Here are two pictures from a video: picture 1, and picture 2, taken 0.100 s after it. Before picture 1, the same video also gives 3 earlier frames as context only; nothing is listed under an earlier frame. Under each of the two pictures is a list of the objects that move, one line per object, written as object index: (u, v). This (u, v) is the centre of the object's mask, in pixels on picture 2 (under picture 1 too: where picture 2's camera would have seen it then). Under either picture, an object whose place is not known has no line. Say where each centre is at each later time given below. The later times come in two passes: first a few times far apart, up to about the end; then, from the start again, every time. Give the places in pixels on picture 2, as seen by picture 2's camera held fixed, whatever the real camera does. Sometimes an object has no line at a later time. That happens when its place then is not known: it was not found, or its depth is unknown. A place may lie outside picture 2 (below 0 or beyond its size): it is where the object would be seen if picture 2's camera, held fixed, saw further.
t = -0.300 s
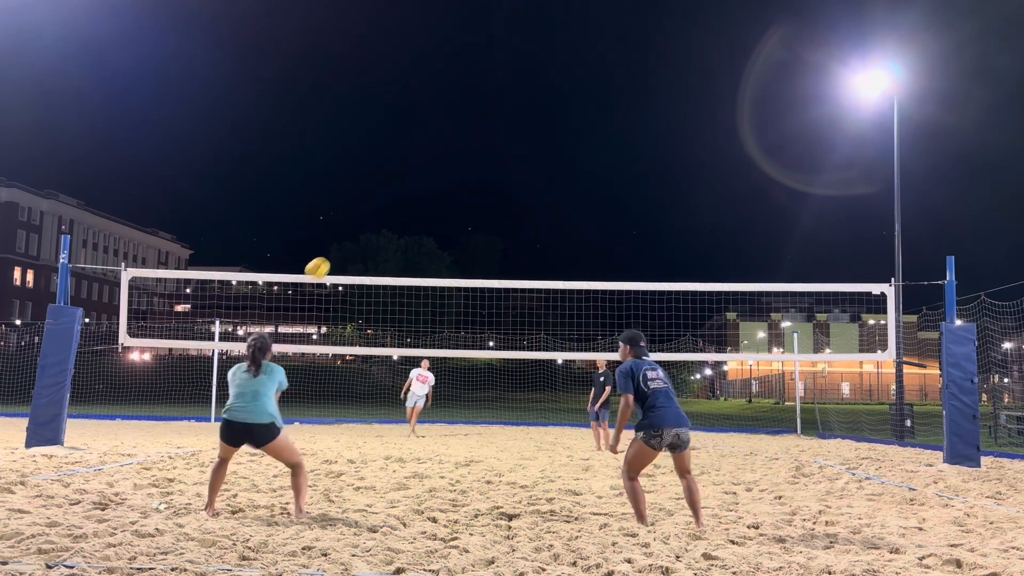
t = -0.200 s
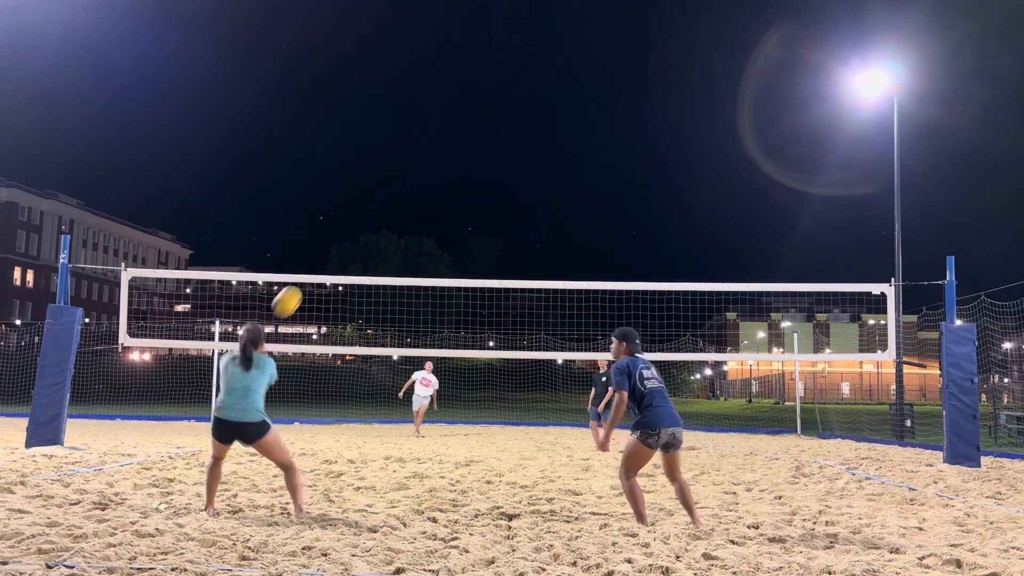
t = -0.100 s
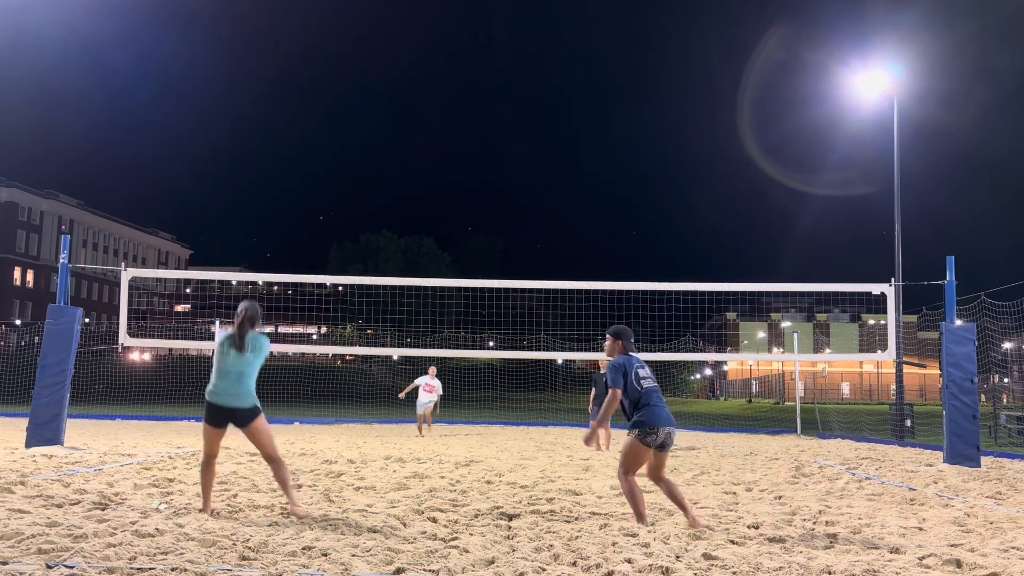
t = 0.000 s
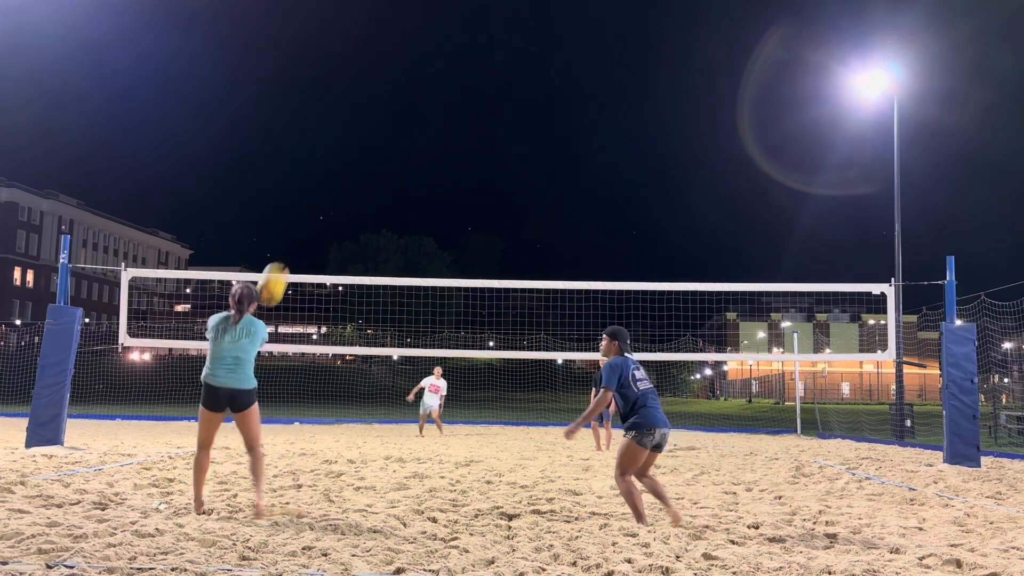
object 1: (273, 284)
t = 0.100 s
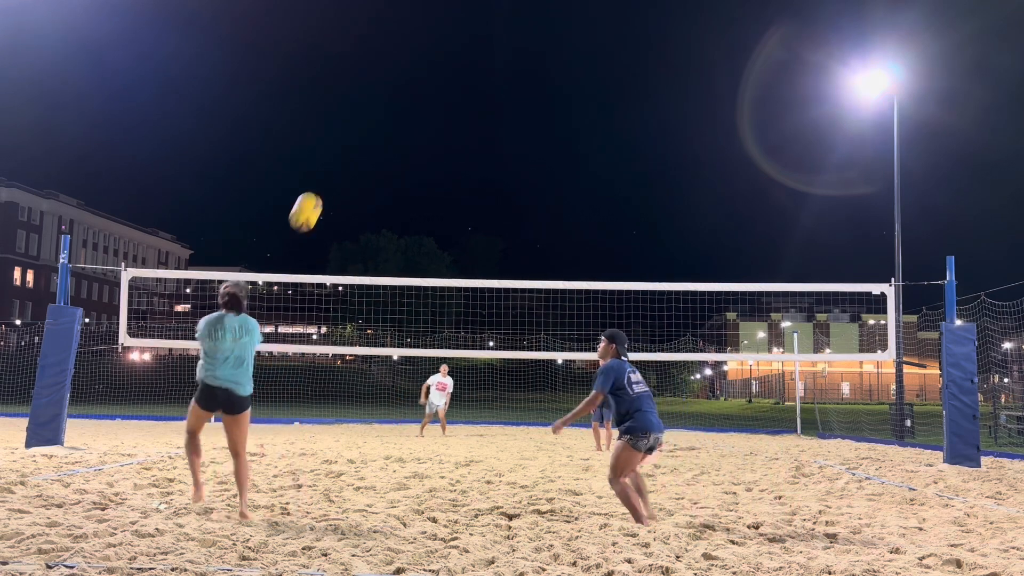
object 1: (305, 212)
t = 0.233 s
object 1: (346, 141)
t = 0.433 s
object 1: (398, 79)
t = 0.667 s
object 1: (451, 65)
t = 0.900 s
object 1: (499, 103)
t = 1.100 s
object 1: (535, 172)
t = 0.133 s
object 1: (316, 192)
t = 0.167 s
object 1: (326, 173)
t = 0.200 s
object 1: (336, 156)
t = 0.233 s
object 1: (346, 141)
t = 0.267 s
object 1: (355, 127)
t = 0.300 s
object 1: (364, 115)
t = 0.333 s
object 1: (373, 104)
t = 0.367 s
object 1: (381, 94)
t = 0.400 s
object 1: (390, 86)
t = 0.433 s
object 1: (398, 79)
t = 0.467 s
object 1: (406, 74)
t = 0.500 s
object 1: (414, 69)
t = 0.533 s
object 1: (422, 66)
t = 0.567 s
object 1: (429, 64)
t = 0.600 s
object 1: (437, 63)
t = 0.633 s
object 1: (444, 64)
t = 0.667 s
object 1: (451, 65)
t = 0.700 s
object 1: (458, 67)
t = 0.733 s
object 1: (465, 71)
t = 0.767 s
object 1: (472, 75)
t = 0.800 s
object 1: (479, 80)
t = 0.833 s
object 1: (486, 87)
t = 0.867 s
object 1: (492, 95)
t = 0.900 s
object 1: (499, 103)
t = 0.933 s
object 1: (505, 112)
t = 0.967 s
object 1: (511, 122)
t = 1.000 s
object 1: (517, 133)
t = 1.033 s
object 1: (523, 146)
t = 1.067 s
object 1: (529, 159)
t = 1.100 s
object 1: (535, 172)
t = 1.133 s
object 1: (541, 187)
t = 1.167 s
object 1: (546, 202)
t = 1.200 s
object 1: (552, 219)
